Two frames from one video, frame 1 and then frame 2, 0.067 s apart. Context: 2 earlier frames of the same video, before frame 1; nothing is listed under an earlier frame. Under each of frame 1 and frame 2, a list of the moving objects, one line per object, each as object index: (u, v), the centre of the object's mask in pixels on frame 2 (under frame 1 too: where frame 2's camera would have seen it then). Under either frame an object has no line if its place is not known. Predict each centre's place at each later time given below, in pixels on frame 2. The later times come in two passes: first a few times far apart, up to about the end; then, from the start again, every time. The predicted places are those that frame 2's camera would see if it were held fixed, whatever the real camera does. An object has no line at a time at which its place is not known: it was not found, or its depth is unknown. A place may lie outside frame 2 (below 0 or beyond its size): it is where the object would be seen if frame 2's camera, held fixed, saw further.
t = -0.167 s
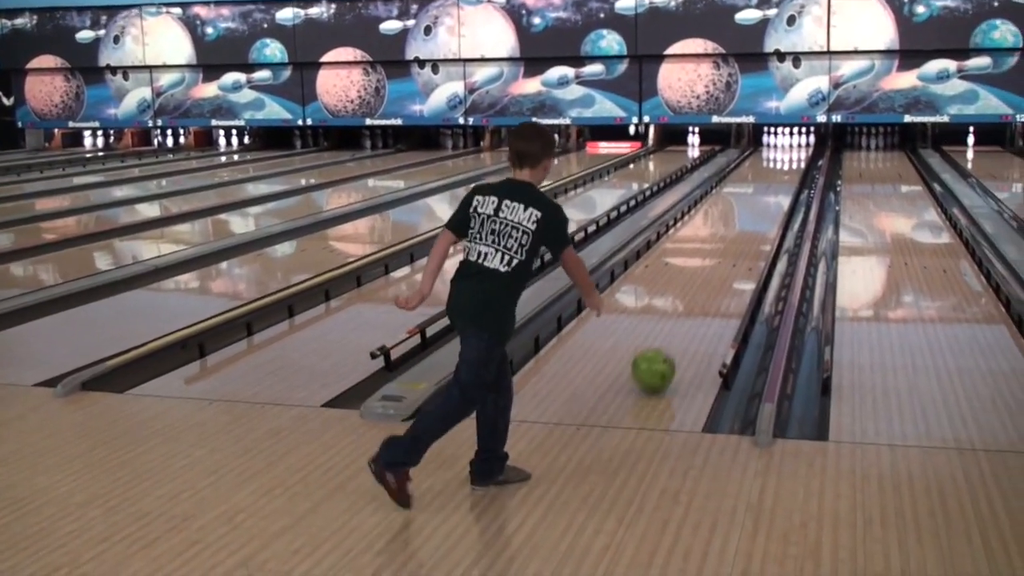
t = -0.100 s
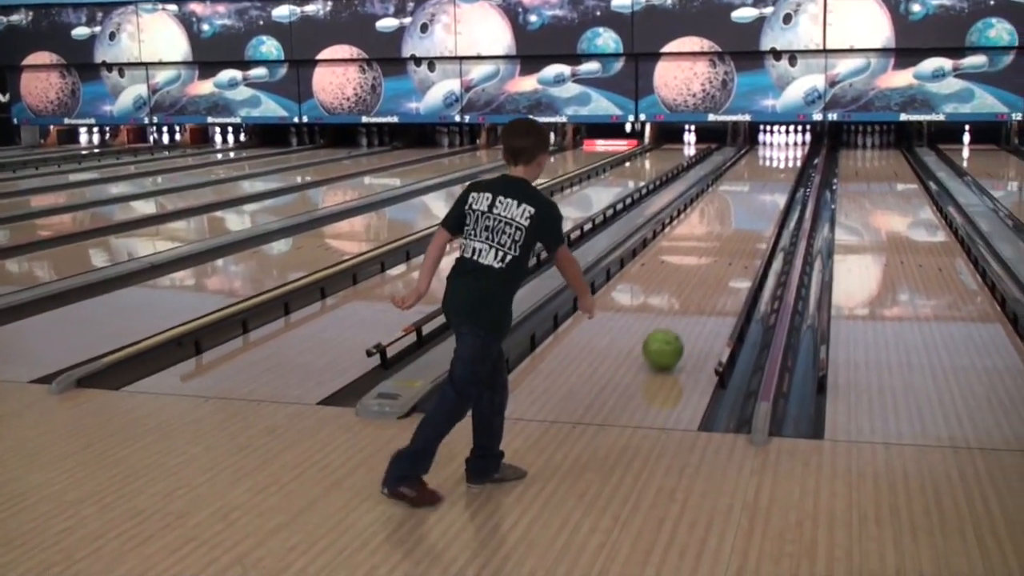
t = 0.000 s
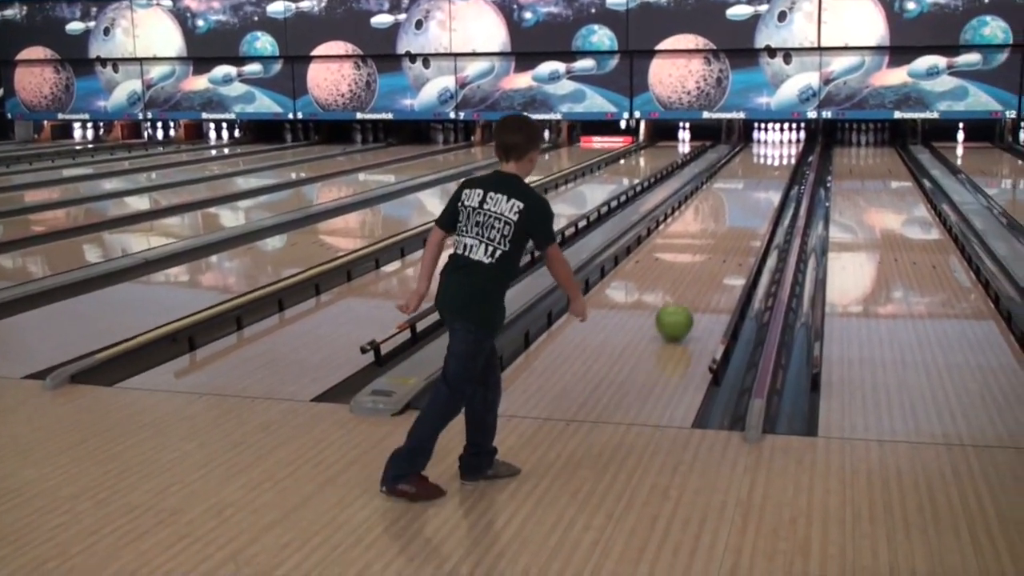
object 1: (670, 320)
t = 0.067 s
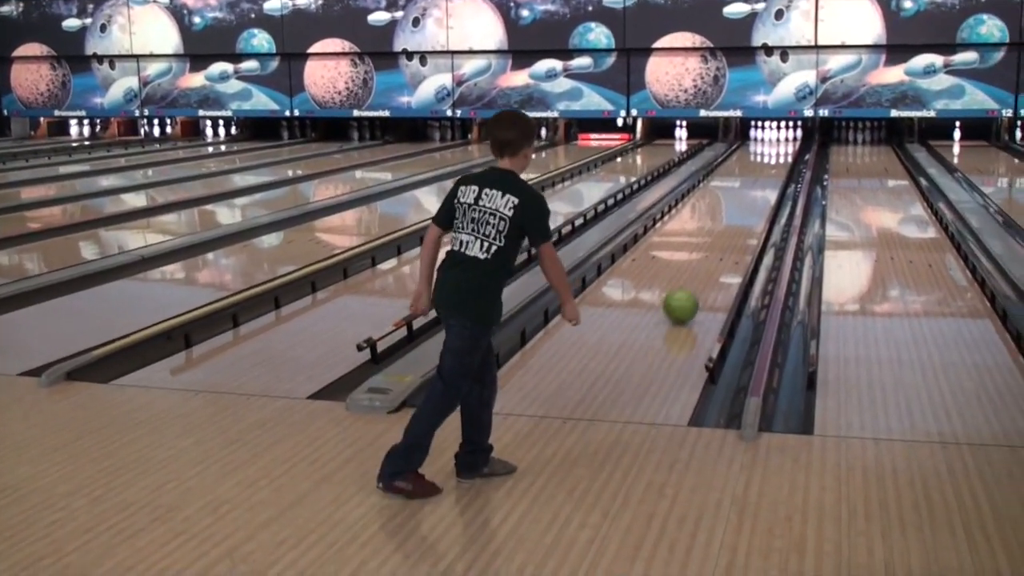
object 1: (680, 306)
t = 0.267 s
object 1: (704, 272)
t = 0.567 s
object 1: (728, 236)
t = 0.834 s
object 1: (743, 213)
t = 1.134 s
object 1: (755, 194)
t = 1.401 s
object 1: (762, 181)
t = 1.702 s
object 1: (767, 171)
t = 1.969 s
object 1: (771, 162)
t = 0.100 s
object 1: (685, 300)
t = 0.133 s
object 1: (689, 294)
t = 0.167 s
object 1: (693, 288)
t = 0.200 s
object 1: (697, 283)
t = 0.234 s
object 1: (701, 276)
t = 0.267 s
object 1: (704, 272)
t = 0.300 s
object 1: (707, 267)
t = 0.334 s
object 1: (710, 262)
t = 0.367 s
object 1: (713, 258)
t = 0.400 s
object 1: (716, 254)
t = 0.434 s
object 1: (719, 251)
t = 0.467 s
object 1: (721, 247)
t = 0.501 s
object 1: (724, 243)
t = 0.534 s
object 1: (726, 239)
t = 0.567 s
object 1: (728, 236)
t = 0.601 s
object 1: (731, 233)
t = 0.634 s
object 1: (733, 230)
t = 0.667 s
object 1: (735, 227)
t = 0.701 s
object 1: (736, 224)
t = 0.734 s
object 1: (738, 221)
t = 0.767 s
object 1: (740, 218)
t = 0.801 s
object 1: (741, 215)
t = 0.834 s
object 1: (743, 213)
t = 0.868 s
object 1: (744, 210)
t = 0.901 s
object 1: (746, 208)
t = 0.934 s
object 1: (747, 207)
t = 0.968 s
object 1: (749, 204)
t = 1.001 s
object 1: (750, 202)
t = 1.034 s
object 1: (751, 200)
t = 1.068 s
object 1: (753, 198)
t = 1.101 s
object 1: (754, 196)
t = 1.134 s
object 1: (755, 194)
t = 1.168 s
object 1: (756, 193)
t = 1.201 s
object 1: (757, 191)
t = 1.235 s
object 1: (758, 189)
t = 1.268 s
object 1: (759, 187)
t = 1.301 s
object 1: (759, 186)
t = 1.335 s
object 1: (760, 184)
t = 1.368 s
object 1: (761, 183)
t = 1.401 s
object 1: (762, 181)
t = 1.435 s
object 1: (762, 181)
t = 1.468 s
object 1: (763, 179)
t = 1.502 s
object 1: (763, 179)
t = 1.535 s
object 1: (764, 176)
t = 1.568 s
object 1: (764, 176)
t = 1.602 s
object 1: (765, 175)
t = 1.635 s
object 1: (765, 174)
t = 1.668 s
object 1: (766, 172)
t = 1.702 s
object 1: (767, 171)
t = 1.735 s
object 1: (767, 170)
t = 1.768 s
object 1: (768, 169)
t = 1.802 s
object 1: (768, 168)
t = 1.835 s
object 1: (769, 166)
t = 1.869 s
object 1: (769, 165)
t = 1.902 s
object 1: (770, 164)
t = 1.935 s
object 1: (770, 163)
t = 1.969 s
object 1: (771, 162)
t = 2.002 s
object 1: (771, 162)
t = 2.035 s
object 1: (771, 161)
